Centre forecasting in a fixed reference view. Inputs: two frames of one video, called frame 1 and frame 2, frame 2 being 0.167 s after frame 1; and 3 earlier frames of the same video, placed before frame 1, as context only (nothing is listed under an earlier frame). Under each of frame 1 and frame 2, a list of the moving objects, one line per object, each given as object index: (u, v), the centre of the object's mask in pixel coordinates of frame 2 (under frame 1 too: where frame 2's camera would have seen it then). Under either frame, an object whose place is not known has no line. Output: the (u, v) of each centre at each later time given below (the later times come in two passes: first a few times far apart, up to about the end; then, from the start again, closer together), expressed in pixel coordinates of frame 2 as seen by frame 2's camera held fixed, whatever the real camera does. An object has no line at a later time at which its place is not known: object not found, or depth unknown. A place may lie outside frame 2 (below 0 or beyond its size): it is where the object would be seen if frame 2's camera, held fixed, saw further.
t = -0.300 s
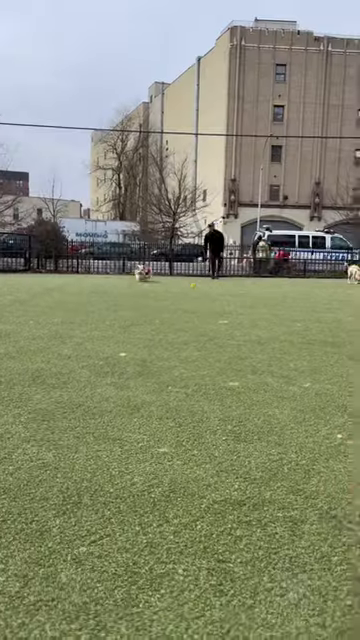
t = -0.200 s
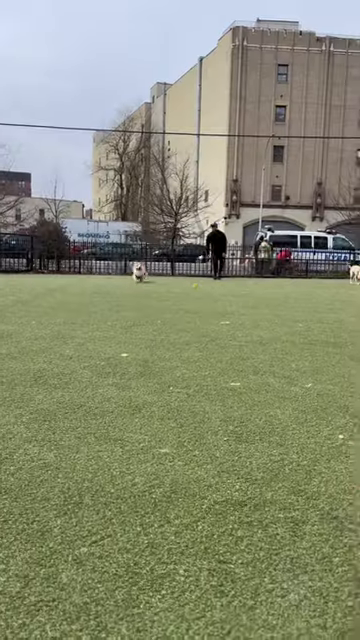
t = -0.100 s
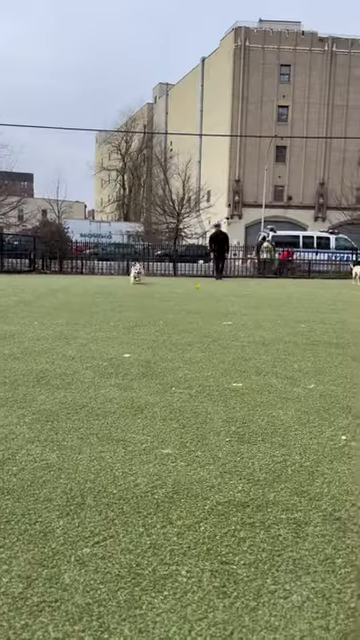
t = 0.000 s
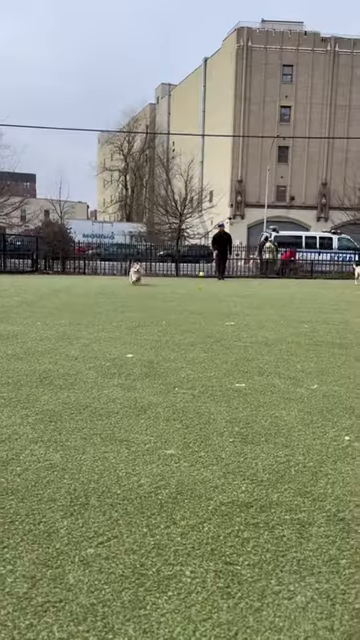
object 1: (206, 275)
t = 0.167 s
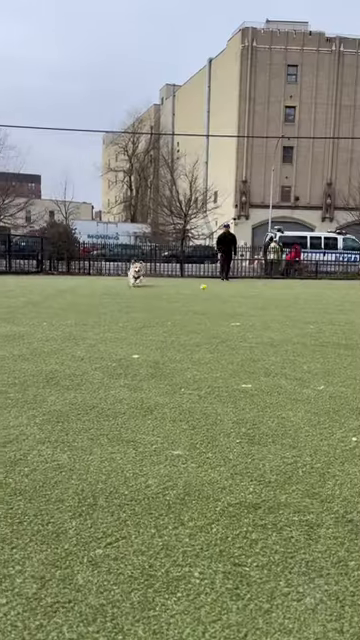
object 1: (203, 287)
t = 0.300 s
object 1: (200, 281)
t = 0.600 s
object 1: (192, 296)
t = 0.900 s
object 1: (186, 309)
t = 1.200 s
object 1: (174, 326)
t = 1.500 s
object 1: (157, 345)
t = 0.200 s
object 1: (202, 285)
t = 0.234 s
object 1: (201, 283)
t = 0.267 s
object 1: (201, 282)
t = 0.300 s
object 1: (200, 281)
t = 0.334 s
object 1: (199, 281)
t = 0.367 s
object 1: (198, 283)
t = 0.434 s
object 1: (196, 288)
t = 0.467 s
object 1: (195, 293)
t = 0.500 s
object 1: (194, 299)
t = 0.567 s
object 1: (192, 299)
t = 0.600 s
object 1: (192, 296)
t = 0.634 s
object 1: (192, 294)
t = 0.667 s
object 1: (191, 294)
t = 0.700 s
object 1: (191, 294)
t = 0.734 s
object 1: (190, 295)
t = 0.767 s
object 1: (190, 298)
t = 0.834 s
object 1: (187, 308)
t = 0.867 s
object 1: (187, 312)
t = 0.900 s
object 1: (186, 309)
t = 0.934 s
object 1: (185, 309)
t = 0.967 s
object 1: (184, 309)
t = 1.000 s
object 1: (182, 311)
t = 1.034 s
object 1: (181, 315)
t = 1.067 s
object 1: (179, 320)
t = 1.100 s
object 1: (178, 321)
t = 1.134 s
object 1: (177, 321)
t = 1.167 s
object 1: (175, 323)
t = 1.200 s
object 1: (174, 326)
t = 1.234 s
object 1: (173, 327)
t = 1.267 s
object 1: (170, 328)
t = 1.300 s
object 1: (168, 331)
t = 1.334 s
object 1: (167, 333)
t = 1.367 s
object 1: (166, 333)
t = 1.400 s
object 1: (164, 334)
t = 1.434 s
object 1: (161, 337)
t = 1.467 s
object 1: (159, 343)
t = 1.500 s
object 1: (157, 345)
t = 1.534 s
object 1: (155, 348)
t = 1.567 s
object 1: (152, 351)
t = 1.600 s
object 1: (150, 353)
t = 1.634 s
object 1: (147, 357)
